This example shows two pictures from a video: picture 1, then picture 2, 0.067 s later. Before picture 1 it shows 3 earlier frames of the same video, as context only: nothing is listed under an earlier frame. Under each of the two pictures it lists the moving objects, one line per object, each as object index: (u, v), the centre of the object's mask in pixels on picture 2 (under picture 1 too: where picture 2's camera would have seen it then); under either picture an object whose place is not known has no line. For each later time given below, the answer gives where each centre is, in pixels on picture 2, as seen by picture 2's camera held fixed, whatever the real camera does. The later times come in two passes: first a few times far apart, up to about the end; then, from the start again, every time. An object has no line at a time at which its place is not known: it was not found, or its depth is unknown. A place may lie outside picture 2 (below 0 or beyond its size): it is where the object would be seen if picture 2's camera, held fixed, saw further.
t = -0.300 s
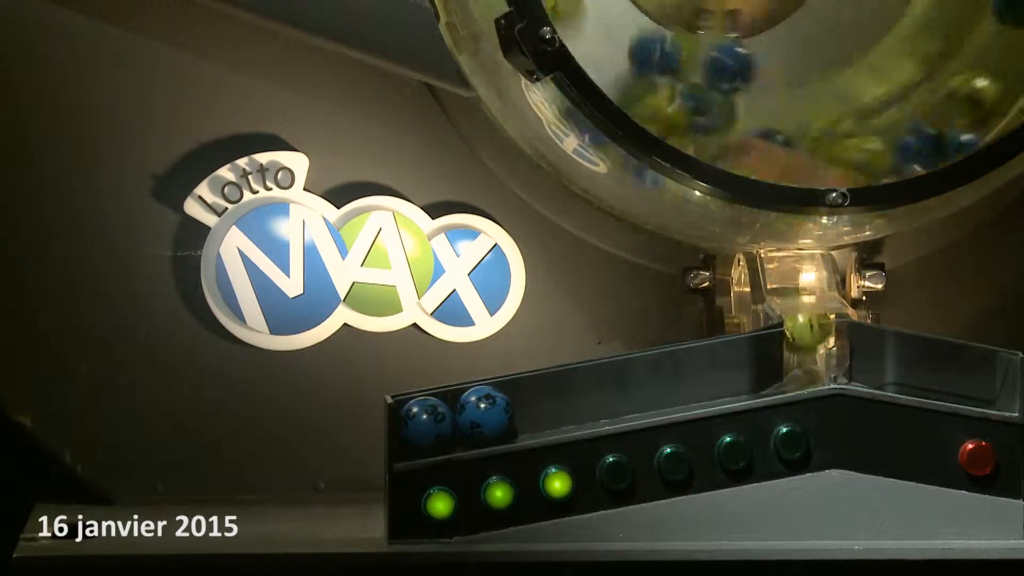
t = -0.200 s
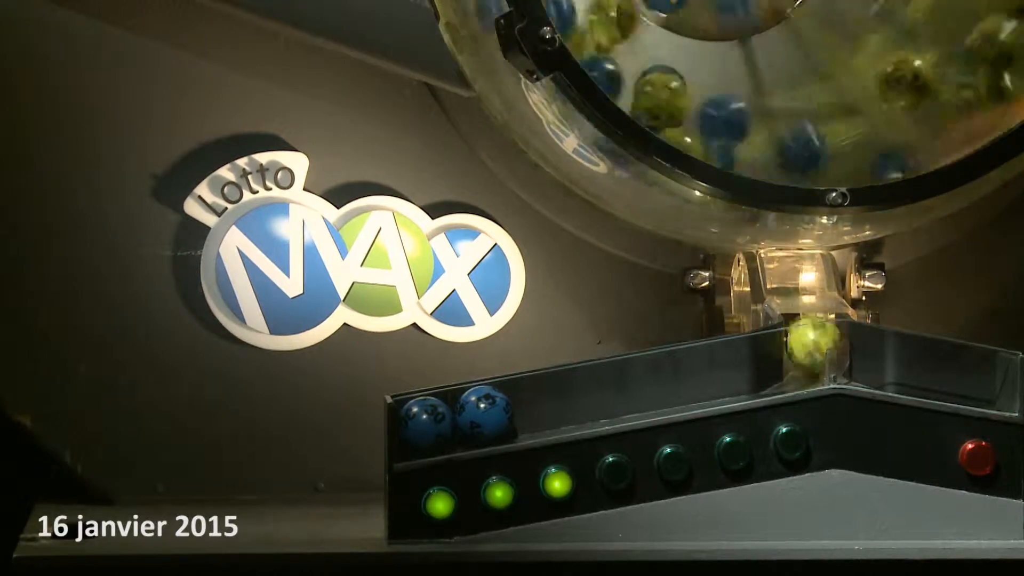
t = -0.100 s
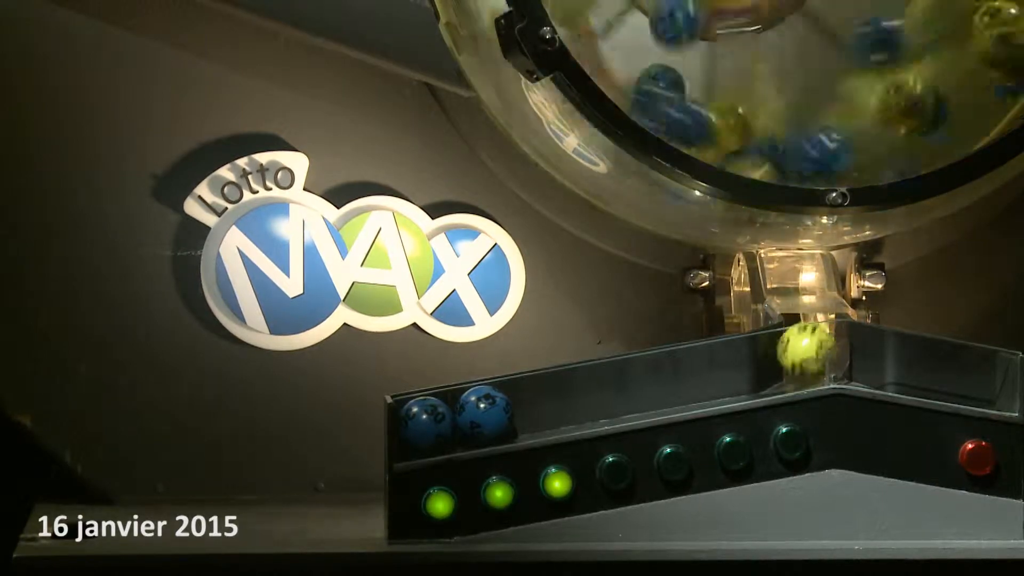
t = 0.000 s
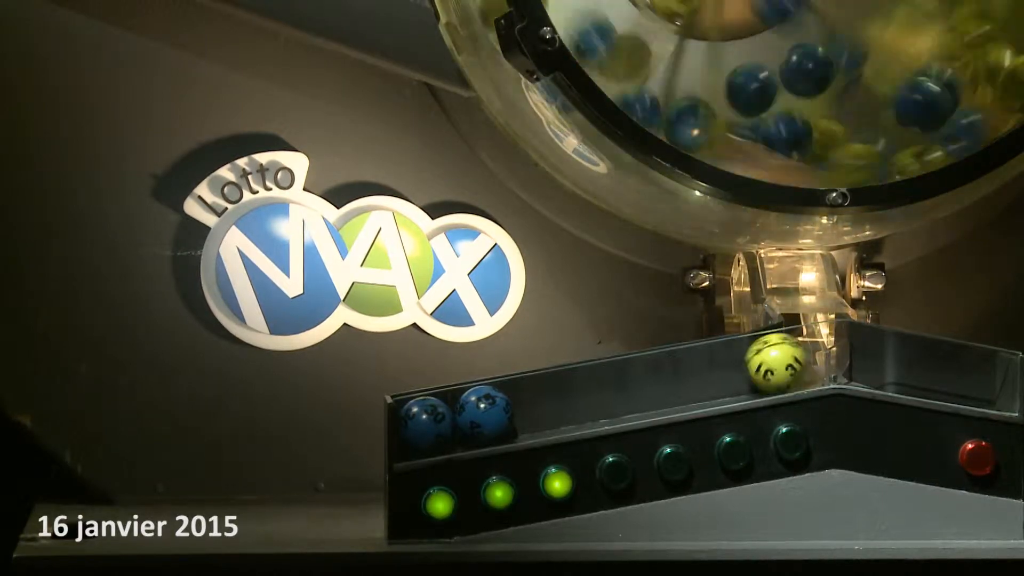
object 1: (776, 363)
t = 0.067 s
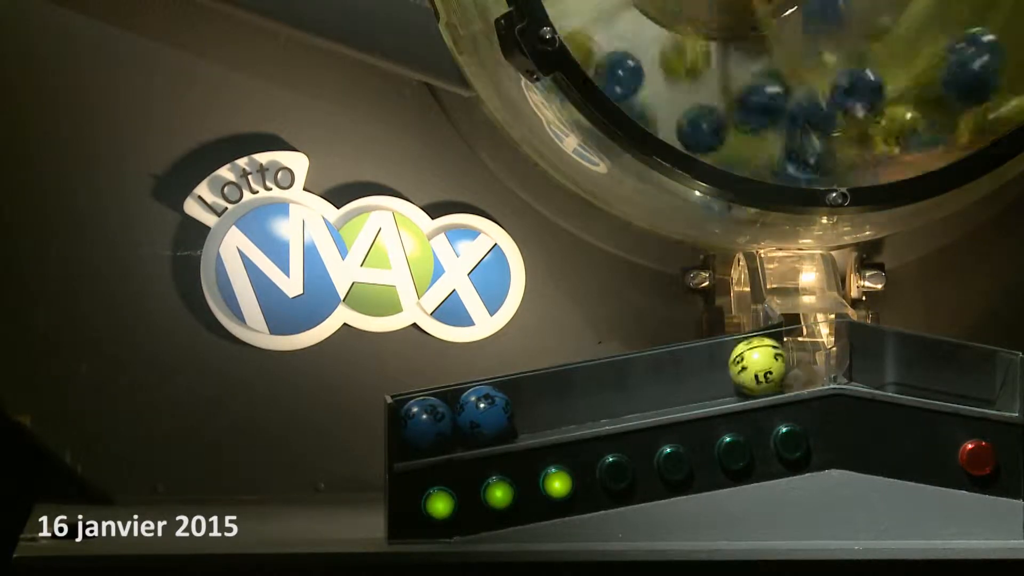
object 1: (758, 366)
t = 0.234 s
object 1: (704, 376)
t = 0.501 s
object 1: (542, 405)
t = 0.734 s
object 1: (594, 397)
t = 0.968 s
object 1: (566, 401)
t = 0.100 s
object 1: (750, 368)
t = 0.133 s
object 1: (740, 369)
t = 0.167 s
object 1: (730, 372)
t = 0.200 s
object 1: (718, 374)
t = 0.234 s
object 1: (704, 376)
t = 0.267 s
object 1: (689, 379)
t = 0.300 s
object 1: (672, 381)
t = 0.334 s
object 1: (653, 384)
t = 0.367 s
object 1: (633, 388)
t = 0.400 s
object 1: (613, 392)
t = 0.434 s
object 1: (590, 397)
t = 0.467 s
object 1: (565, 402)
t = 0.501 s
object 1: (542, 405)
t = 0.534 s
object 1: (552, 403)
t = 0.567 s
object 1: (566, 401)
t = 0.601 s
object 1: (576, 400)
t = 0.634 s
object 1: (583, 398)
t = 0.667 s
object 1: (588, 398)
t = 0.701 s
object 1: (592, 397)
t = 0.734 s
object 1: (594, 397)
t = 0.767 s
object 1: (595, 396)
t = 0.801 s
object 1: (594, 396)
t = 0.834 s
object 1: (592, 397)
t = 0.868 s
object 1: (588, 397)
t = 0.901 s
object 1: (582, 399)
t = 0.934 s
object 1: (574, 399)
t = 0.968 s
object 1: (566, 401)
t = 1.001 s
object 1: (556, 404)
